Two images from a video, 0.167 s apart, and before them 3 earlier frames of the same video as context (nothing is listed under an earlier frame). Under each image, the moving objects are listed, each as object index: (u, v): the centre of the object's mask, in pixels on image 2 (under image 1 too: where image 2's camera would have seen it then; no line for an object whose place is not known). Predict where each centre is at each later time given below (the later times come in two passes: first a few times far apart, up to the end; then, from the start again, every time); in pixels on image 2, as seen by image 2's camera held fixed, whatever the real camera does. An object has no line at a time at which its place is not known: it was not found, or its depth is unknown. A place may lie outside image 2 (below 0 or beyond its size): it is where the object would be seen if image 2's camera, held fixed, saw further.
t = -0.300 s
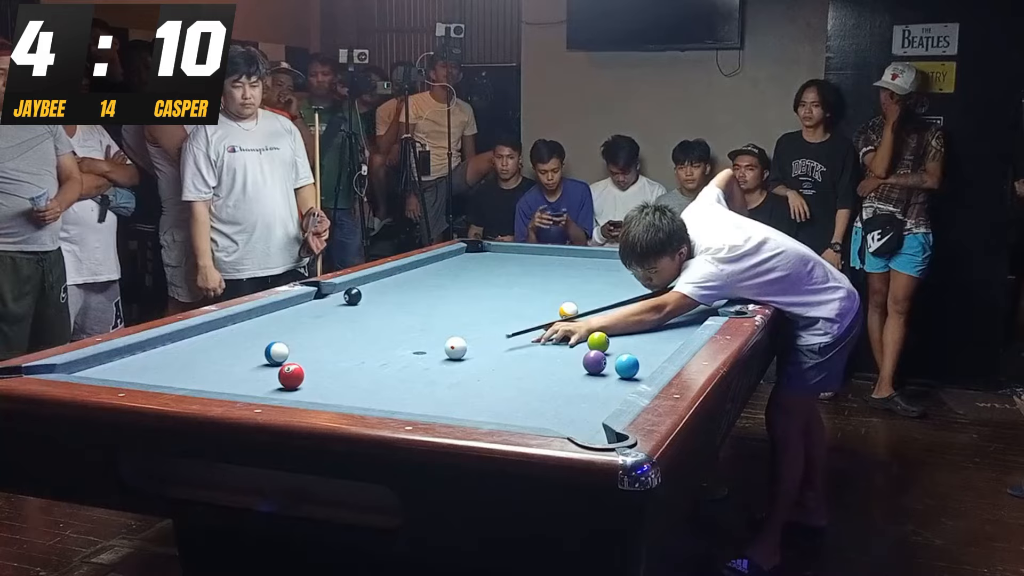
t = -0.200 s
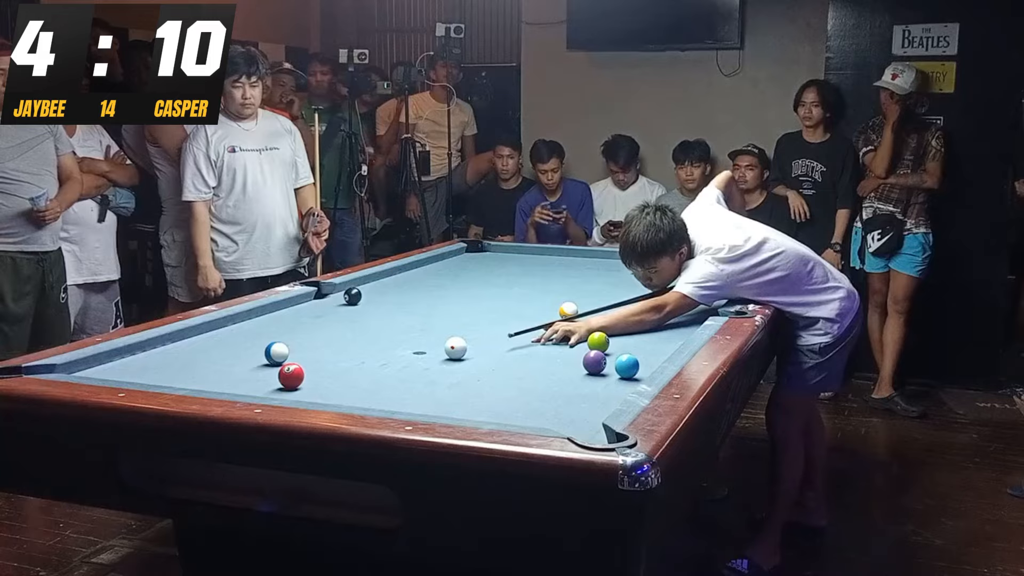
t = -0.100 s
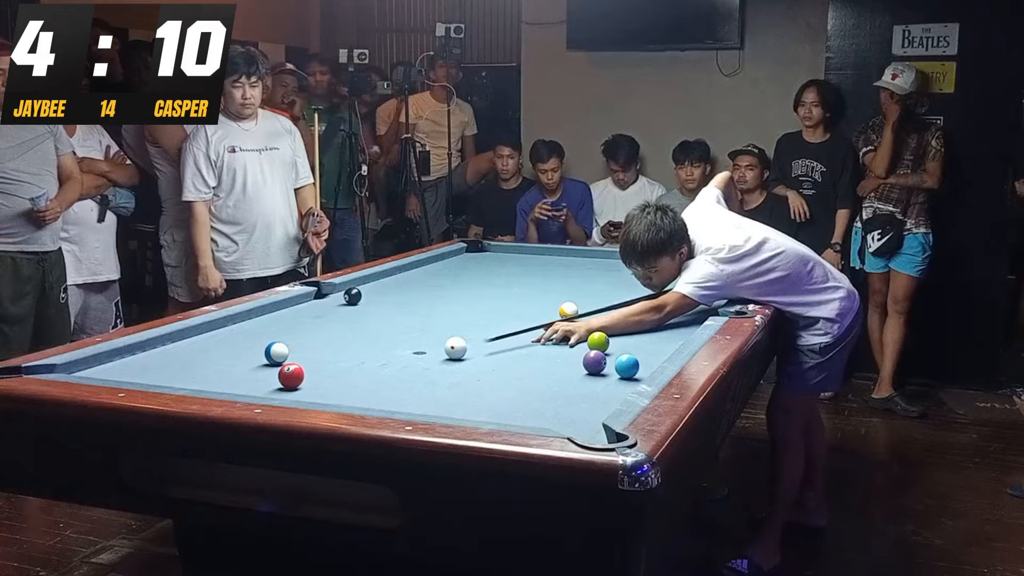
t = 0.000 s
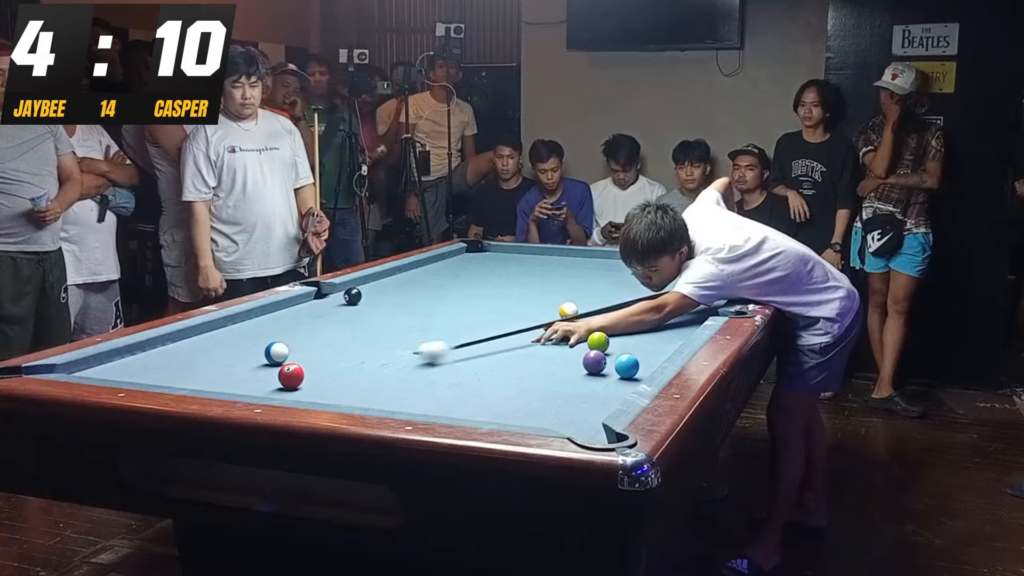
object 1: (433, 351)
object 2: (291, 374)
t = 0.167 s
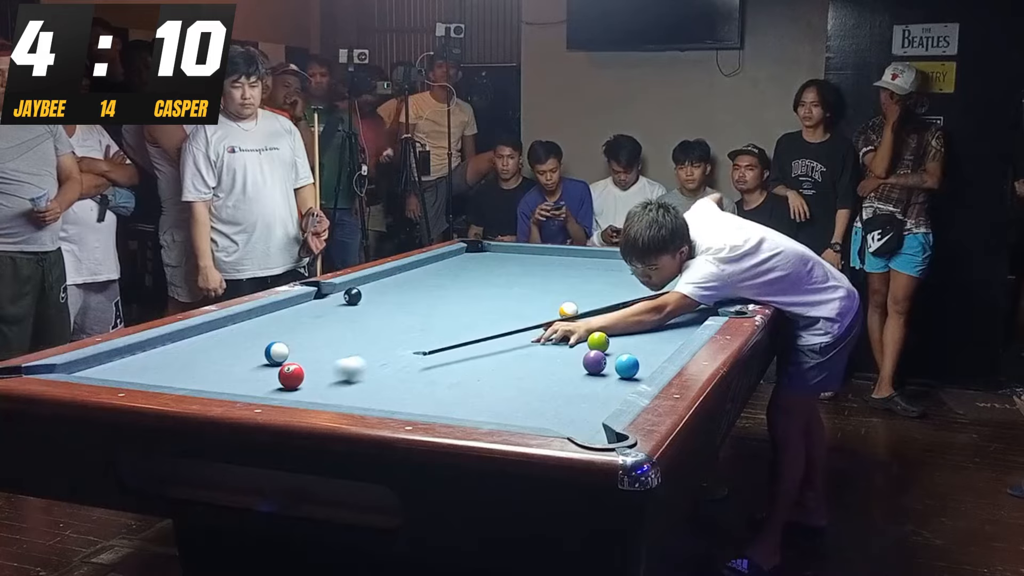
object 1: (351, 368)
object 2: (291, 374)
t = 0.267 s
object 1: (313, 380)
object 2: (276, 373)
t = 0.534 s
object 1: (307, 392)
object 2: (194, 374)
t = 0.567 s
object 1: (316, 391)
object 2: (185, 374)
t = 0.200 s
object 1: (333, 372)
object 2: (291, 374)
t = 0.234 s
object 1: (318, 375)
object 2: (289, 373)
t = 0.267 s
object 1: (313, 380)
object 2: (276, 373)
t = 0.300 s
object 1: (309, 383)
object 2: (265, 373)
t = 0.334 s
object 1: (303, 387)
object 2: (254, 374)
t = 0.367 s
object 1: (296, 389)
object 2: (244, 373)
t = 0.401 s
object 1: (290, 391)
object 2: (234, 373)
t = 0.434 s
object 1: (285, 392)
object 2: (224, 373)
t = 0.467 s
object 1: (288, 392)
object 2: (214, 374)
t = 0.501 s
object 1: (298, 392)
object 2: (204, 374)
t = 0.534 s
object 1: (307, 392)
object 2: (194, 374)
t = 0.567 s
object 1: (316, 391)
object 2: (185, 374)
